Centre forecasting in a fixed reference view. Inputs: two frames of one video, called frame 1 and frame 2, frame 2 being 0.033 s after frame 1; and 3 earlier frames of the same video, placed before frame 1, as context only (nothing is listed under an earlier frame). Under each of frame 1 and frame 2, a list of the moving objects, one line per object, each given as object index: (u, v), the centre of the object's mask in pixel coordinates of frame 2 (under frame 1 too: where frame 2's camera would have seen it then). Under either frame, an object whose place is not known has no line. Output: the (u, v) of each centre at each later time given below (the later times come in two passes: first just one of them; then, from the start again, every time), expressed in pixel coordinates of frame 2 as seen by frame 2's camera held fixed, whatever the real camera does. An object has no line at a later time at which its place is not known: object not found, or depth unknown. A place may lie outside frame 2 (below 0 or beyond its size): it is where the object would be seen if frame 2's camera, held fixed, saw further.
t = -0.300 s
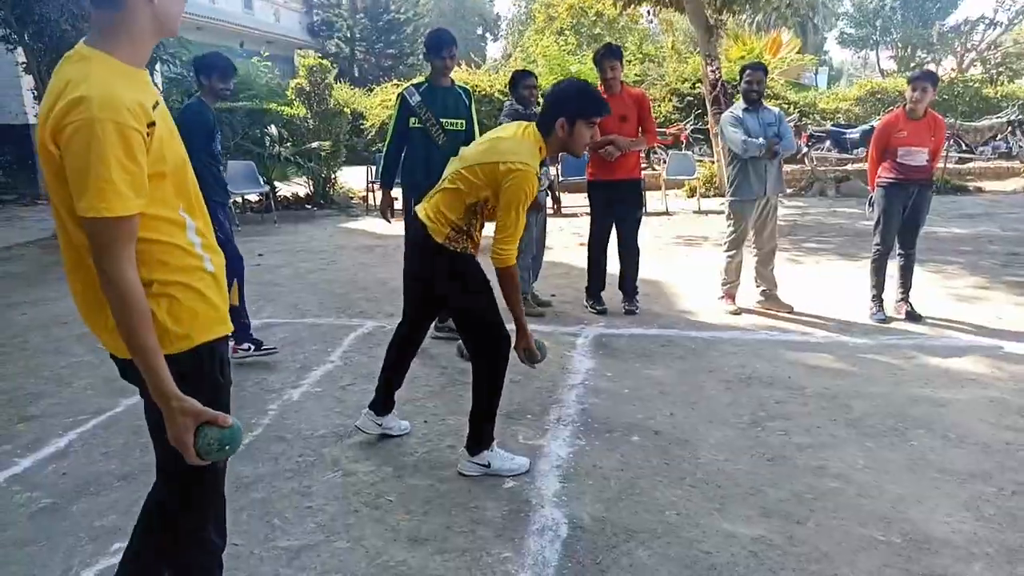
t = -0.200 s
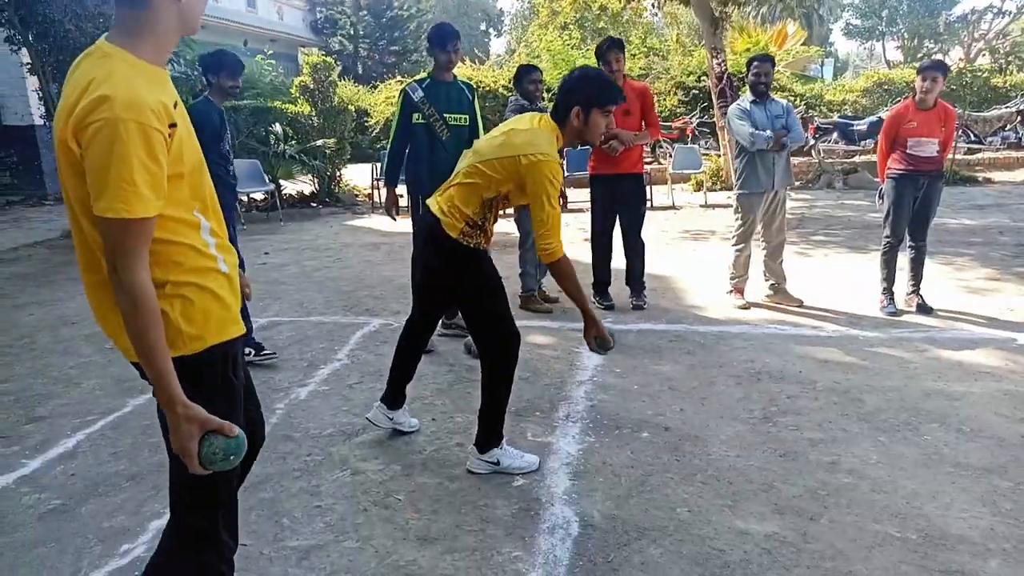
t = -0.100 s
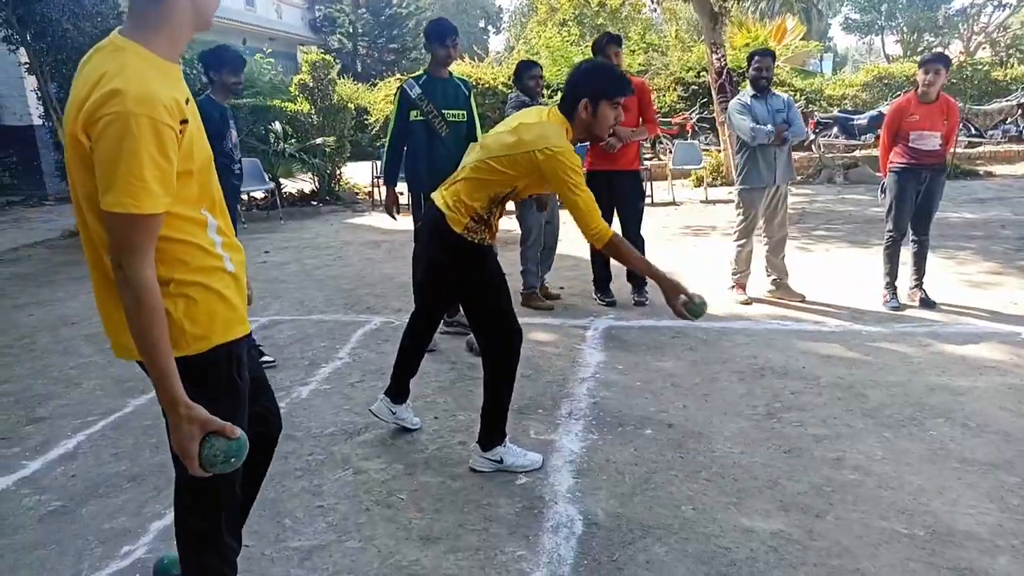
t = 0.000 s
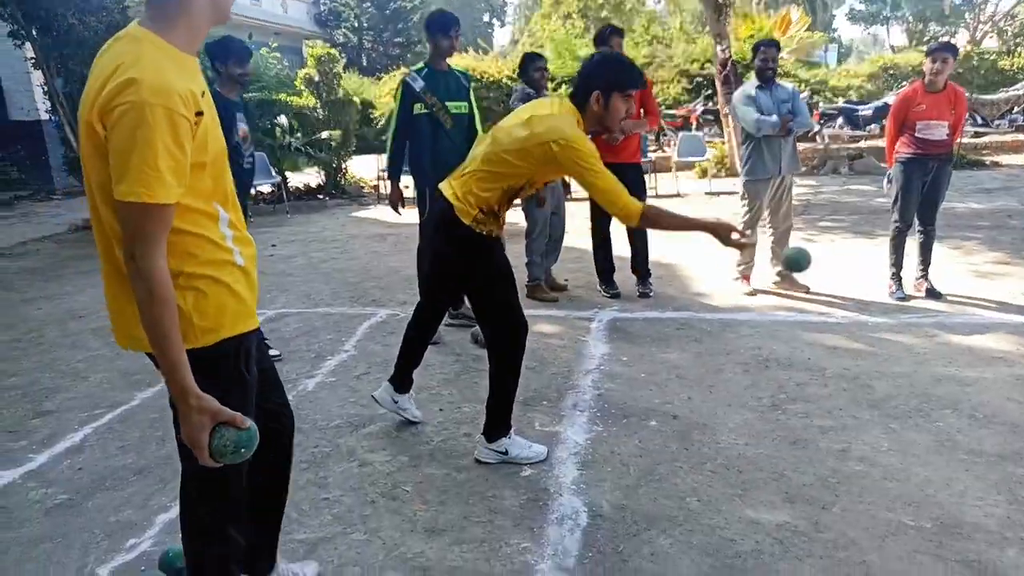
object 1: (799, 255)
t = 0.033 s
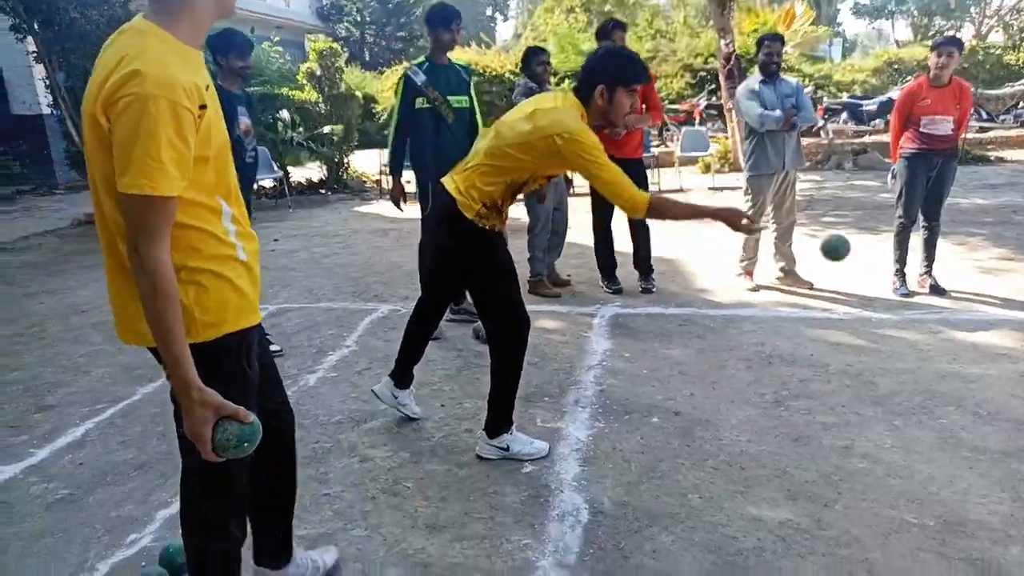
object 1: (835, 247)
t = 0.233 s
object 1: (1042, 272)
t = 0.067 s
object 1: (871, 243)
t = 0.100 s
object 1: (906, 242)
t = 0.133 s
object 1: (941, 245)
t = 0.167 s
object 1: (976, 251)
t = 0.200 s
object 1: (1009, 259)
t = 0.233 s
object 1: (1042, 272)
